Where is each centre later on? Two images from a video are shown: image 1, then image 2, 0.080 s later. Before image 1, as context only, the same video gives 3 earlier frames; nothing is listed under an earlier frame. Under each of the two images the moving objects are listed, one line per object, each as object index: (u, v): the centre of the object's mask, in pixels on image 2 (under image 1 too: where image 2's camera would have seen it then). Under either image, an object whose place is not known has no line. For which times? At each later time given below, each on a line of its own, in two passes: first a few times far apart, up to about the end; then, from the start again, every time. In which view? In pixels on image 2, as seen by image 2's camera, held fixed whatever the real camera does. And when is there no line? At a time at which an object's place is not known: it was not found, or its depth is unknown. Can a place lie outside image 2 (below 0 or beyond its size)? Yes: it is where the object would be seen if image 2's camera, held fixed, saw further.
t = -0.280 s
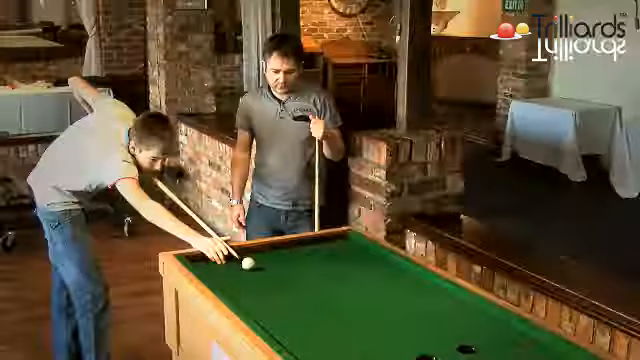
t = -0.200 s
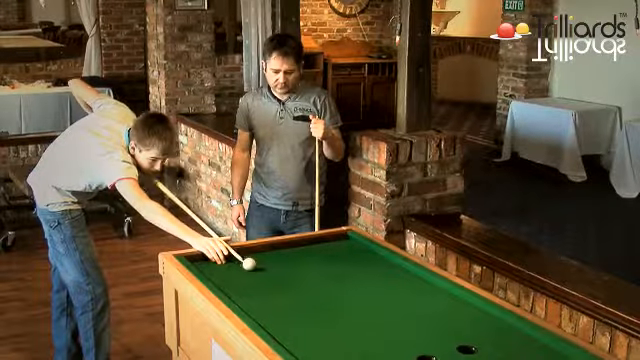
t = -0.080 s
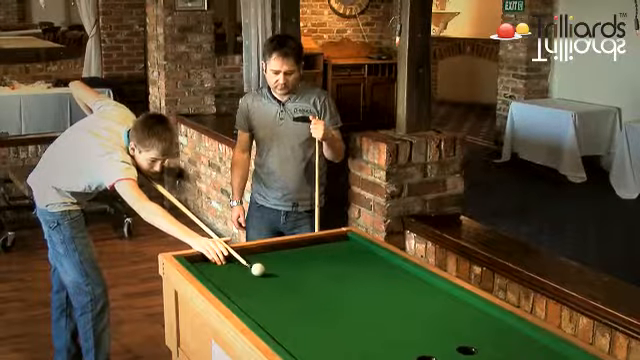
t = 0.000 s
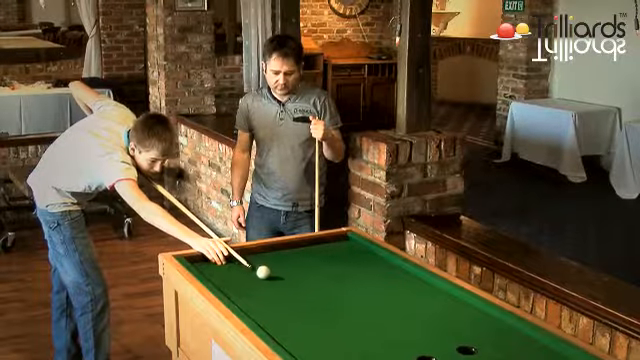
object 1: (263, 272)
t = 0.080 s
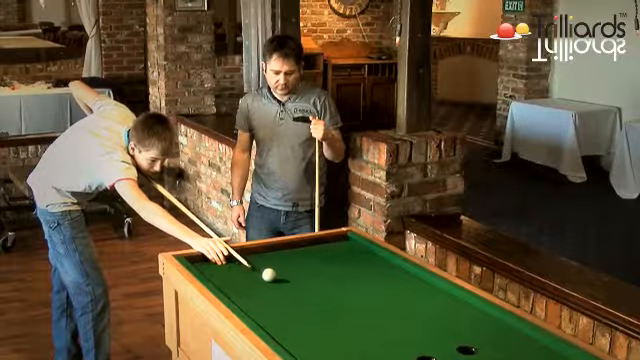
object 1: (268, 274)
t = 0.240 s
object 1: (279, 280)
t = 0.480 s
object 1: (295, 288)
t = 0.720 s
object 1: (310, 295)
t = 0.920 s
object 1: (323, 301)
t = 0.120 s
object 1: (271, 276)
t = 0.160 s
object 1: (274, 277)
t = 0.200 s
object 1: (276, 278)
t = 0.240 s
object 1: (279, 280)
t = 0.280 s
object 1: (281, 281)
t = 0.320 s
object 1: (284, 283)
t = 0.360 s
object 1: (287, 283)
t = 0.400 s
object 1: (290, 285)
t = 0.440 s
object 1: (292, 286)
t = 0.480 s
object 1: (295, 288)
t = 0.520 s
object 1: (298, 289)
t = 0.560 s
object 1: (300, 290)
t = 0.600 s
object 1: (303, 292)
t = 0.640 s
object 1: (305, 293)
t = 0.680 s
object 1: (308, 294)
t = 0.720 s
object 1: (310, 295)
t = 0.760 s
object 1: (313, 296)
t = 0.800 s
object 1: (315, 298)
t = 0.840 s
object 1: (318, 299)
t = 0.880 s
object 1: (321, 300)
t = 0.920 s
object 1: (323, 301)
